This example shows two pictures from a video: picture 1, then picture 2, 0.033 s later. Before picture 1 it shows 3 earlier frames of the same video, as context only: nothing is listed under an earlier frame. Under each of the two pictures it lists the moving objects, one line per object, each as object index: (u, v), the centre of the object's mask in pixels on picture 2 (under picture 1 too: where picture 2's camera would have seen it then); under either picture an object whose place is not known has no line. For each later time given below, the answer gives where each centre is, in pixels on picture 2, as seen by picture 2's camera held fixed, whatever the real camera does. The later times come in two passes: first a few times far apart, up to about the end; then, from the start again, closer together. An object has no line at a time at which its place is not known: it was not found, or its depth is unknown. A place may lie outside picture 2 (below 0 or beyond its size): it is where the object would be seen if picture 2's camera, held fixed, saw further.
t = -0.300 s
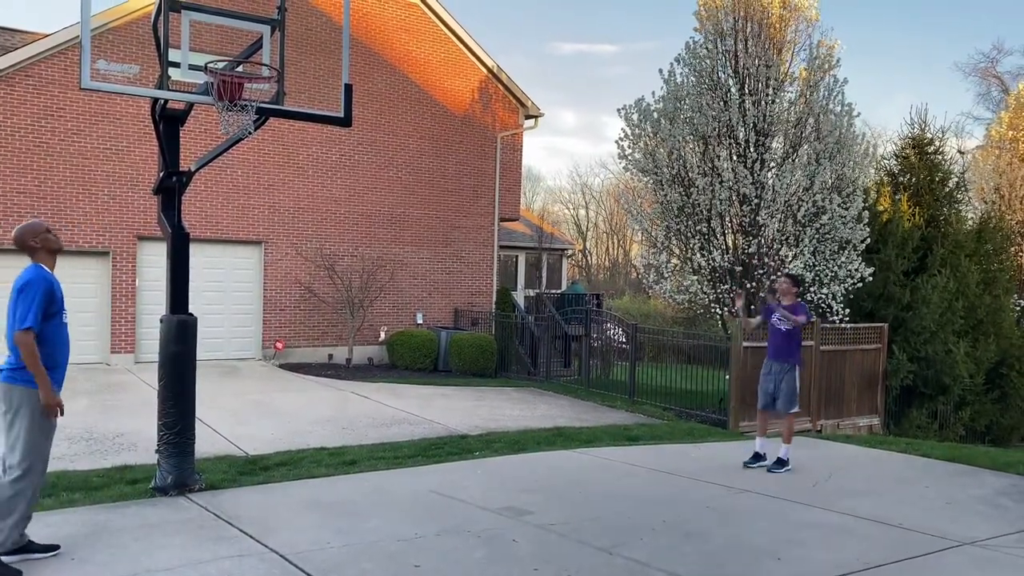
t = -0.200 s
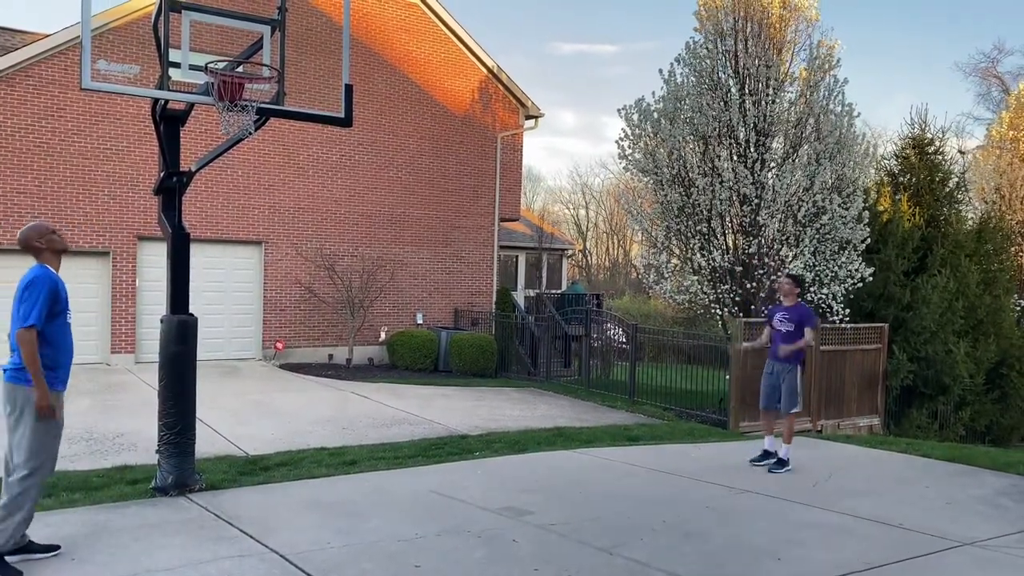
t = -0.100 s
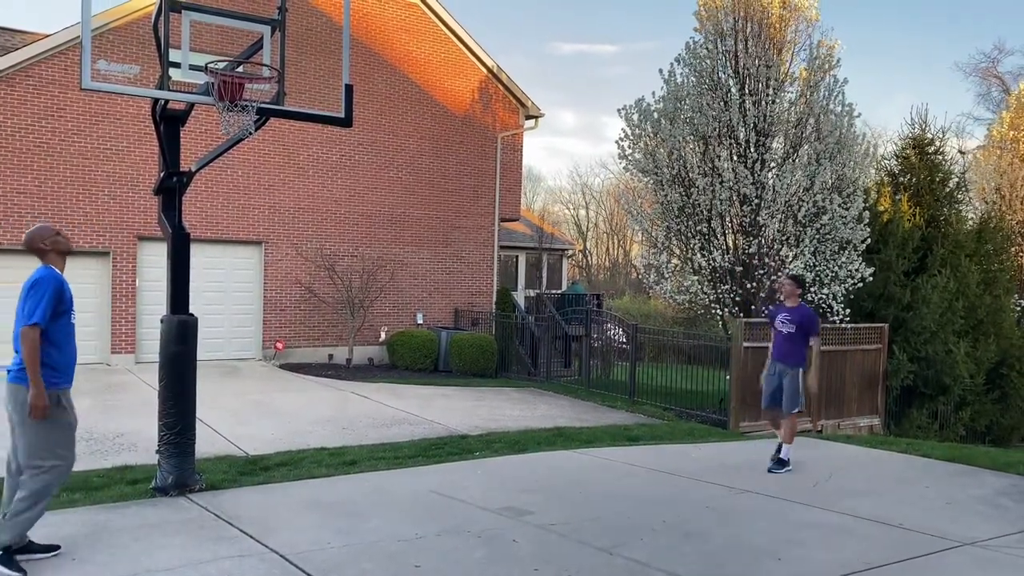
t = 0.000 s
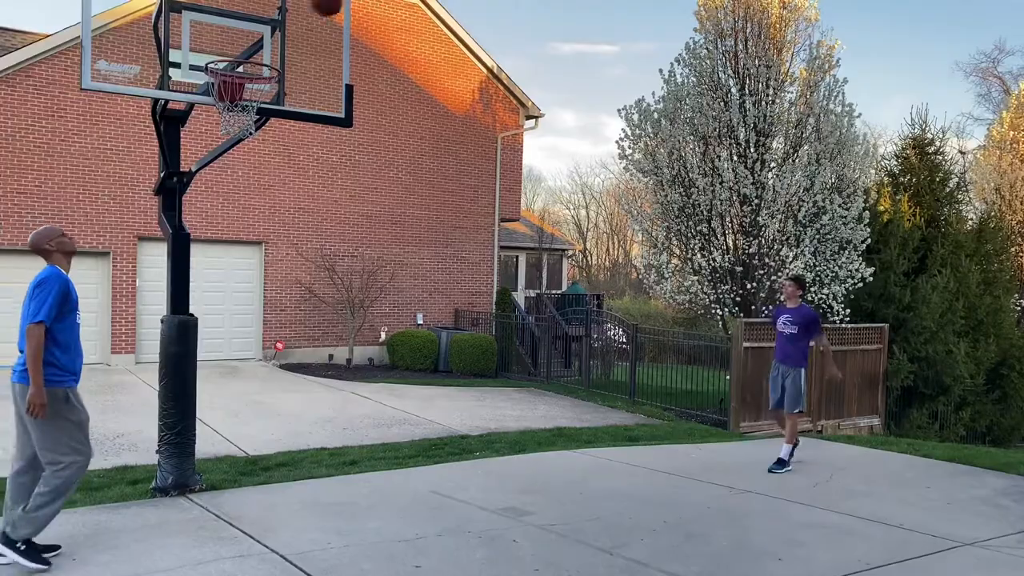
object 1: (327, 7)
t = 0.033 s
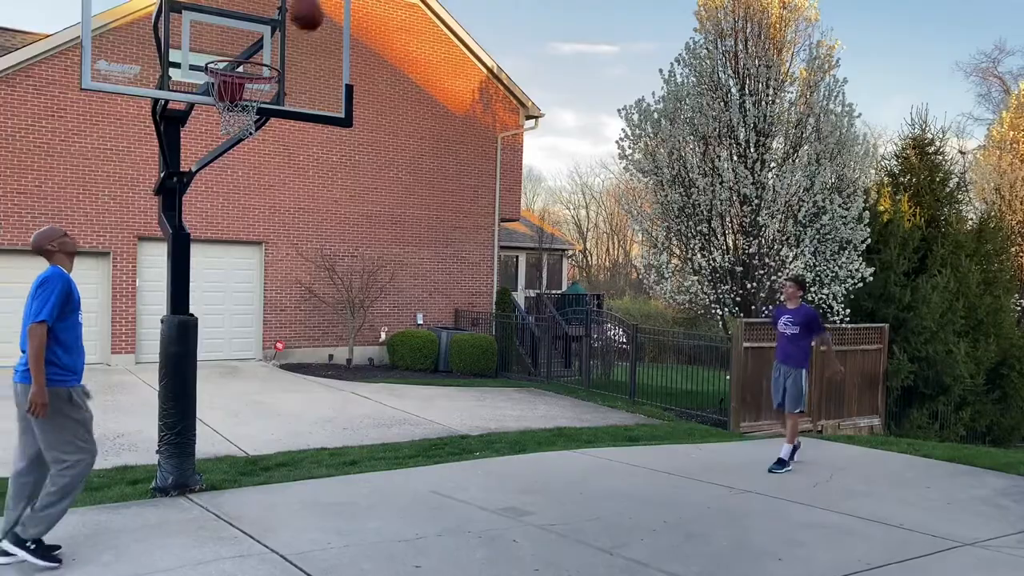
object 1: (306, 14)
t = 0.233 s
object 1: (215, 95)
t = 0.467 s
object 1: (228, 103)
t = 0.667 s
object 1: (259, 138)
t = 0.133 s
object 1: (245, 70)
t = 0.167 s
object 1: (224, 93)
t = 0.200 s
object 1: (218, 96)
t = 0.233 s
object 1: (215, 95)
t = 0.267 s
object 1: (216, 95)
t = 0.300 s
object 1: (217, 94)
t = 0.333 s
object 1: (219, 94)
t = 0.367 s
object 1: (222, 96)
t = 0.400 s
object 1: (222, 100)
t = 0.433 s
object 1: (225, 100)
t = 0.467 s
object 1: (228, 103)
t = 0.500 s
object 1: (235, 116)
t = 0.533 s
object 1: (241, 119)
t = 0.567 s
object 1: (247, 122)
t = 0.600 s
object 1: (250, 127)
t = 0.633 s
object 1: (255, 126)
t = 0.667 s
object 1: (259, 138)
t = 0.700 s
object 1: (262, 140)
